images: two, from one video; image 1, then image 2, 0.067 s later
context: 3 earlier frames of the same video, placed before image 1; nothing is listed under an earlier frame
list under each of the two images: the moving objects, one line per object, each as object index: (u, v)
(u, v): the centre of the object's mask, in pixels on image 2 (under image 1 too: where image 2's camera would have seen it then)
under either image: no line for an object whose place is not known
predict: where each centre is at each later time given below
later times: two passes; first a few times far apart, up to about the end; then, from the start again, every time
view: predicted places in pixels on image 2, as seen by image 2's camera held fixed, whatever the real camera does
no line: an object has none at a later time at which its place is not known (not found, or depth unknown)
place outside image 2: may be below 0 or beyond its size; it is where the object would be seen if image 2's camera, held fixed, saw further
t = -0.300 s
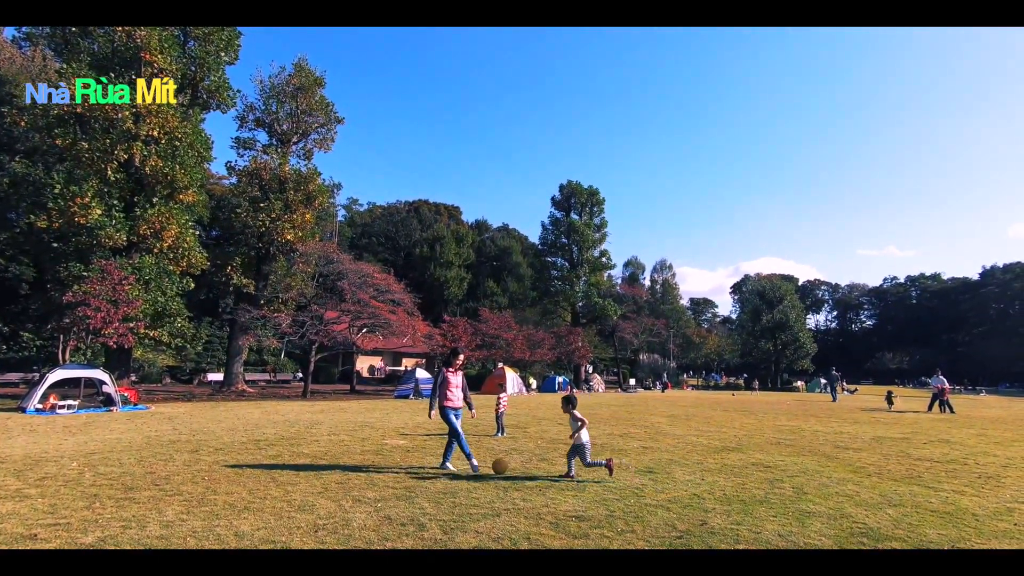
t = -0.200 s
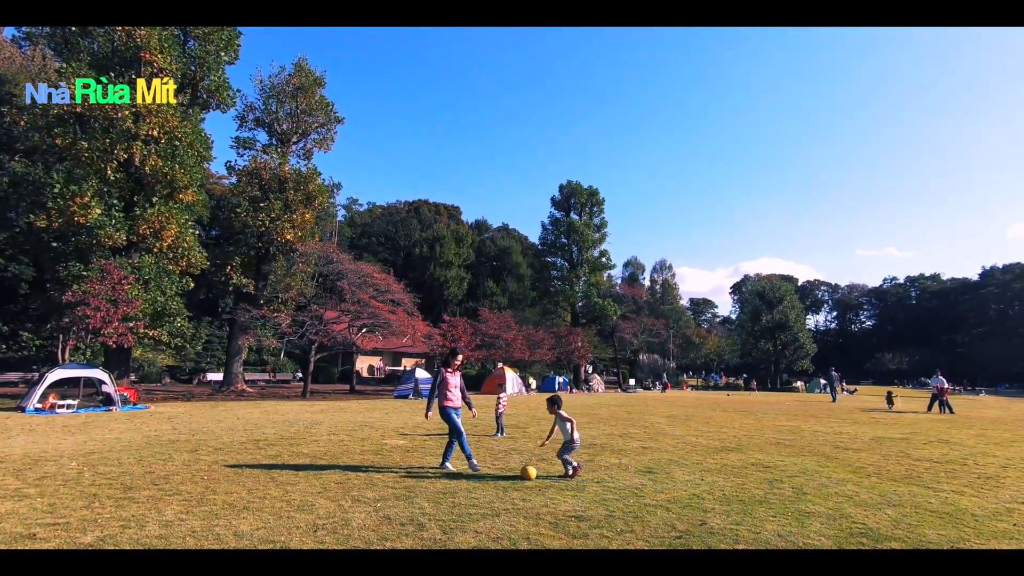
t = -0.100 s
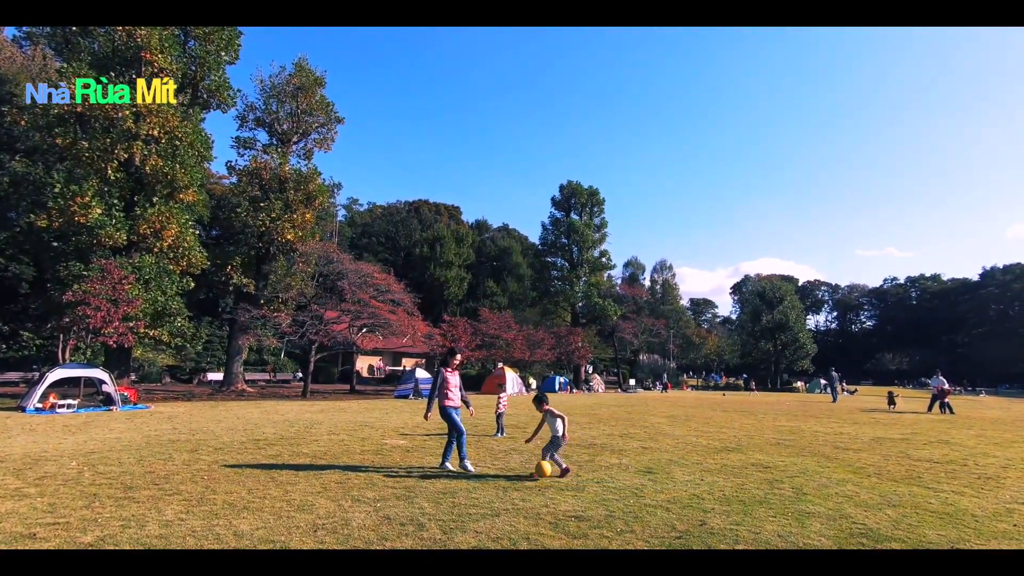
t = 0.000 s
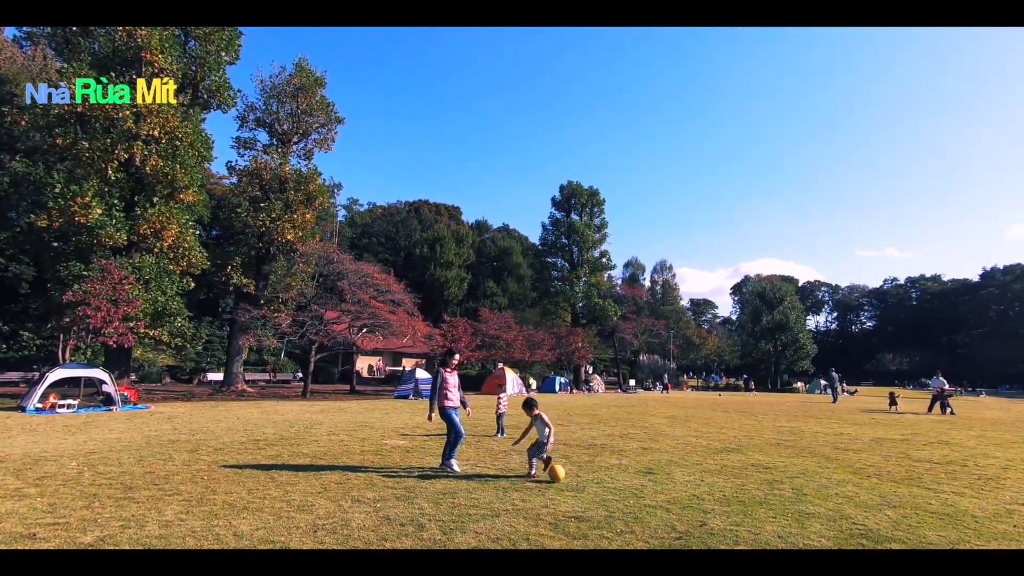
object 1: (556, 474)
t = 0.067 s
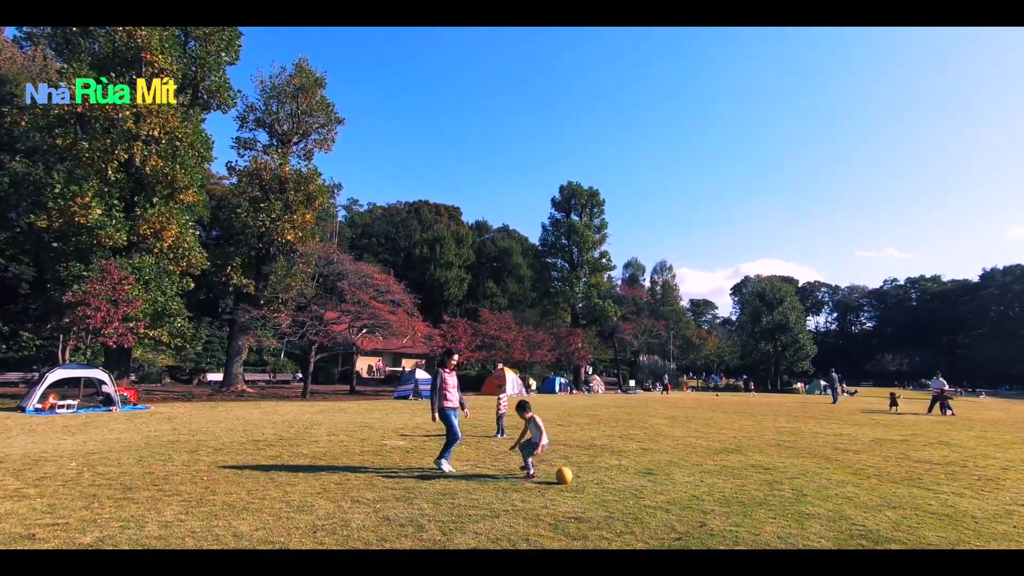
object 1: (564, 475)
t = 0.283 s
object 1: (582, 477)
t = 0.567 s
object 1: (601, 480)
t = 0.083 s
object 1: (565, 475)
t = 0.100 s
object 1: (567, 475)
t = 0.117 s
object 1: (568, 475)
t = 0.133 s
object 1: (570, 475)
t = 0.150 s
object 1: (571, 476)
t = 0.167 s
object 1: (573, 476)
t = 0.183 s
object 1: (574, 477)
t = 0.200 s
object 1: (576, 477)
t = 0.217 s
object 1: (577, 477)
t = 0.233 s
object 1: (579, 477)
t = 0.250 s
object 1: (580, 477)
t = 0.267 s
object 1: (581, 477)
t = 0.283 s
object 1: (582, 477)
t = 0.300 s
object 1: (583, 477)
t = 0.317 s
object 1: (584, 477)
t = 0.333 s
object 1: (585, 478)
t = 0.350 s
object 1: (587, 478)
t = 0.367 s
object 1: (588, 478)
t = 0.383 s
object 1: (589, 478)
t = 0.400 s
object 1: (590, 478)
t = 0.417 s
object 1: (591, 478)
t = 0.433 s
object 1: (593, 479)
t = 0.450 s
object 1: (594, 479)
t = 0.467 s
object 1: (595, 479)
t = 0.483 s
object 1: (596, 479)
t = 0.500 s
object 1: (597, 479)
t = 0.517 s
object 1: (598, 479)
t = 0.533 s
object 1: (599, 480)
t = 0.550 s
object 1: (600, 480)
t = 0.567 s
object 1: (601, 480)
